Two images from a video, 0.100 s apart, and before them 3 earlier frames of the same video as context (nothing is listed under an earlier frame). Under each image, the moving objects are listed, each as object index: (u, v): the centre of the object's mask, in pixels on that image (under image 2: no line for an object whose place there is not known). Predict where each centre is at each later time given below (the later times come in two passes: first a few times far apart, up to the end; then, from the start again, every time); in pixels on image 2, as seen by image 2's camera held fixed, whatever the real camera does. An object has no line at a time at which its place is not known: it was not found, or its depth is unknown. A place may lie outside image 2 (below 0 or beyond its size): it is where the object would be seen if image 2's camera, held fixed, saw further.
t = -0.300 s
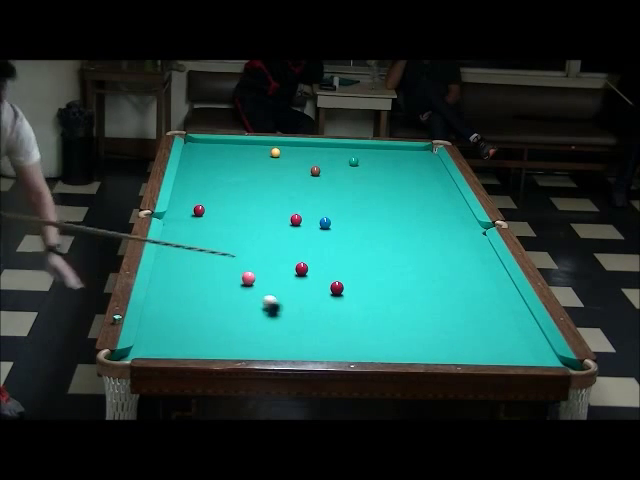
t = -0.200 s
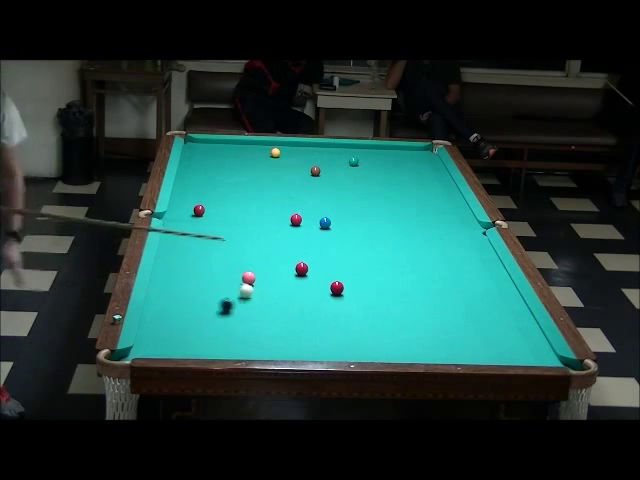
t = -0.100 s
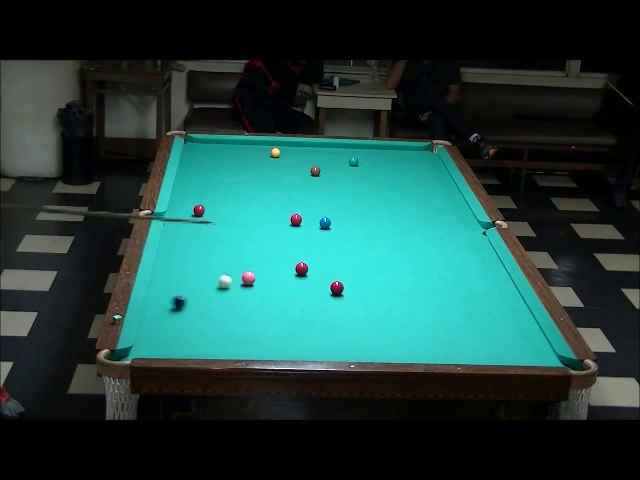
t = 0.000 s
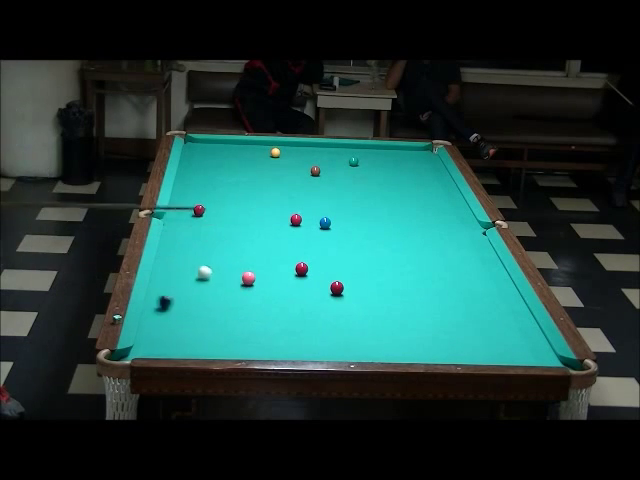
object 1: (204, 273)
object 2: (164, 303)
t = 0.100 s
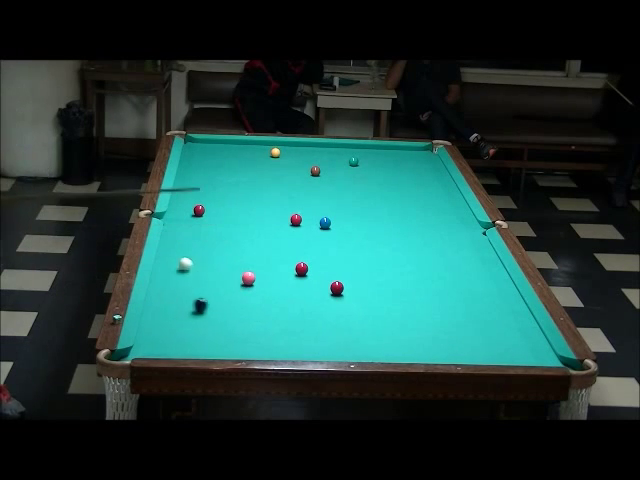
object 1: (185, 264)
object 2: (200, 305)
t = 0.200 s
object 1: (167, 256)
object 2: (229, 309)
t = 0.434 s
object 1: (191, 244)
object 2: (295, 314)
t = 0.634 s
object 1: (218, 235)
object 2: (351, 320)
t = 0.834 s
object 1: (243, 228)
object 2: (406, 325)
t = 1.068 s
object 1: (269, 219)
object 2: (468, 331)
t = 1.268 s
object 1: (290, 212)
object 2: (521, 336)
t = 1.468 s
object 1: (309, 206)
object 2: (515, 338)
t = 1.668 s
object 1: (328, 200)
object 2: (480, 339)
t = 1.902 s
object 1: (347, 194)
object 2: (440, 341)
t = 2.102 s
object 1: (363, 189)
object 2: (407, 342)
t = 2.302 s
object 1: (377, 185)
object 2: (375, 343)
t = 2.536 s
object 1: (393, 180)
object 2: (339, 343)
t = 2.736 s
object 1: (405, 176)
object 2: (309, 344)
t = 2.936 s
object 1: (416, 173)
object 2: (281, 345)
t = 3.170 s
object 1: (429, 169)
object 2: (249, 345)
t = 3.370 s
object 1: (438, 166)
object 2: (224, 345)
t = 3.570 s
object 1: (434, 164)
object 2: (200, 345)
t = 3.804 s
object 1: (425, 161)
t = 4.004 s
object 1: (418, 160)
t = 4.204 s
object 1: (413, 158)
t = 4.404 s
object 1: (408, 157)
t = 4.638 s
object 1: (403, 155)
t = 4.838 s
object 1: (399, 154)
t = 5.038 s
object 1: (397, 154)
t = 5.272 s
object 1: (395, 153)
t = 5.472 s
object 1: (393, 153)
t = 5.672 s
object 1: (393, 153)
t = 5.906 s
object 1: (393, 153)
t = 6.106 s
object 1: (393, 153)
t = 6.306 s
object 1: (393, 153)
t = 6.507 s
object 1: (393, 153)
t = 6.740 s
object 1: (393, 153)
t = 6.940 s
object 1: (393, 153)
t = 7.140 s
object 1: (393, 153)
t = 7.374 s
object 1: (393, 153)
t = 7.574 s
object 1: (393, 153)
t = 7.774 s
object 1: (393, 153)
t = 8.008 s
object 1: (393, 153)
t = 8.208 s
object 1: (393, 153)
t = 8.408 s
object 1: (393, 153)
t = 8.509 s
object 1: (393, 153)
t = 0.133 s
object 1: (179, 261)
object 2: (210, 306)
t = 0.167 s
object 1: (173, 259)
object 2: (219, 307)
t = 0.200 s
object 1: (167, 256)
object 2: (229, 309)
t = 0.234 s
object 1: (162, 254)
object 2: (239, 309)
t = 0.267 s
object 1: (167, 251)
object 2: (248, 310)
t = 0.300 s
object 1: (172, 250)
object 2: (258, 311)
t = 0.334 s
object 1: (177, 249)
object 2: (267, 312)
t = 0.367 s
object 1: (182, 247)
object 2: (276, 313)
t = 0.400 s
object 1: (187, 246)
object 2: (286, 313)
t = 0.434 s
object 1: (191, 244)
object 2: (295, 314)
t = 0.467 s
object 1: (196, 243)
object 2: (305, 315)
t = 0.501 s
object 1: (200, 241)
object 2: (314, 316)
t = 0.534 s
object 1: (205, 240)
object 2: (323, 317)
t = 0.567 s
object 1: (209, 238)
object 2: (333, 318)
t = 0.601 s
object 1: (214, 237)
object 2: (342, 319)
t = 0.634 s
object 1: (218, 235)
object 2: (351, 320)
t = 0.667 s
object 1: (222, 234)
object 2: (361, 321)
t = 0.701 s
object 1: (226, 232)
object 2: (369, 322)
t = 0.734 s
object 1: (231, 231)
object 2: (379, 323)
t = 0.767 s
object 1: (235, 230)
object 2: (388, 323)
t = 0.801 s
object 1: (239, 229)
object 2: (397, 325)
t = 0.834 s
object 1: (243, 228)
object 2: (406, 325)
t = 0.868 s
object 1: (247, 226)
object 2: (415, 326)
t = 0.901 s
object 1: (251, 225)
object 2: (424, 327)
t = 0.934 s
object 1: (255, 224)
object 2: (433, 327)
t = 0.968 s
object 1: (258, 222)
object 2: (442, 329)
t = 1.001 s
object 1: (262, 221)
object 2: (451, 329)
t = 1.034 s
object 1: (266, 220)
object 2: (460, 330)
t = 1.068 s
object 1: (269, 219)
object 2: (468, 331)
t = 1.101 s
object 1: (273, 218)
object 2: (477, 332)
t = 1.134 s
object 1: (277, 216)
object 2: (486, 333)
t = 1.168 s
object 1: (280, 216)
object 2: (495, 333)
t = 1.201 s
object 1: (283, 214)
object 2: (504, 335)
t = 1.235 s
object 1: (286, 213)
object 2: (512, 335)
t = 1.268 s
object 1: (290, 212)
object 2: (521, 336)
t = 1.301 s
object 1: (293, 210)
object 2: (530, 337)
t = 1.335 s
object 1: (297, 209)
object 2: (538, 338)
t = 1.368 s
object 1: (300, 209)
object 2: (534, 338)
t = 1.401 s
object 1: (303, 208)
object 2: (527, 338)
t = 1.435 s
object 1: (307, 207)
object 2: (521, 338)
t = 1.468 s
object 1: (309, 206)
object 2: (515, 338)
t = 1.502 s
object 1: (313, 205)
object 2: (509, 338)
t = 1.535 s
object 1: (316, 204)
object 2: (503, 338)
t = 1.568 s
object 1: (319, 203)
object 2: (497, 339)
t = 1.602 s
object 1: (322, 202)
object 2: (492, 339)
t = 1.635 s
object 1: (325, 201)
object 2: (486, 339)
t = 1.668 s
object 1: (328, 200)
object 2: (480, 339)
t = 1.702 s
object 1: (331, 199)
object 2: (474, 339)
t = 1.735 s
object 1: (334, 199)
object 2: (468, 340)
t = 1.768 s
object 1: (336, 198)
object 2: (463, 340)
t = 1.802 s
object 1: (339, 197)
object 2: (457, 340)
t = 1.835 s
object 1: (342, 196)
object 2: (451, 340)
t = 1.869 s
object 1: (345, 195)
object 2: (446, 341)
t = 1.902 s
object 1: (347, 194)
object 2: (440, 341)
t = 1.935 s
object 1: (350, 193)
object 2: (435, 341)
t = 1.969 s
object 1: (353, 193)
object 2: (429, 341)
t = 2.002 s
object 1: (355, 192)
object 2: (423, 341)
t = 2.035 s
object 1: (358, 191)
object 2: (418, 341)
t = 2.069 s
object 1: (360, 190)
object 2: (412, 341)
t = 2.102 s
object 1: (363, 189)
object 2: (407, 342)
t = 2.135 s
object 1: (365, 188)
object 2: (401, 342)
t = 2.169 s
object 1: (368, 188)
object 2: (396, 342)
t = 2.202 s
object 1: (370, 187)
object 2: (391, 342)
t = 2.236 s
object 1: (372, 186)
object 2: (385, 342)
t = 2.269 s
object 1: (375, 185)
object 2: (380, 342)
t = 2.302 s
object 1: (377, 185)
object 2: (375, 343)
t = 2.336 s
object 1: (379, 184)
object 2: (369, 343)
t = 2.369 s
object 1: (382, 183)
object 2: (364, 343)
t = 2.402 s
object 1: (384, 183)
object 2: (359, 343)
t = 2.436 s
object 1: (386, 182)
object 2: (354, 343)
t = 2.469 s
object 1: (388, 181)
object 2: (349, 343)
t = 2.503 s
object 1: (390, 180)
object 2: (344, 343)
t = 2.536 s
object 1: (393, 180)
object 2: (339, 343)
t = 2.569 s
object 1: (395, 179)
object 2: (334, 344)
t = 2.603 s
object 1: (397, 179)
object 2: (329, 344)
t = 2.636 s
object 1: (399, 178)
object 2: (324, 344)
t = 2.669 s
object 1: (401, 177)
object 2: (319, 344)
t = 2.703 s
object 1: (403, 177)
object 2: (314, 344)
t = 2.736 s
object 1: (405, 176)
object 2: (309, 344)
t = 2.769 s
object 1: (407, 175)
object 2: (304, 344)
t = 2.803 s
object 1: (409, 175)
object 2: (299, 344)
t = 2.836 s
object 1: (411, 174)
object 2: (295, 344)
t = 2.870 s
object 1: (413, 174)
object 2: (290, 344)
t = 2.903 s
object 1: (414, 173)
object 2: (285, 345)
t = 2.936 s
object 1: (416, 173)
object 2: (281, 345)
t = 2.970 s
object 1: (418, 172)
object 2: (276, 345)
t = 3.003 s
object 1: (420, 172)
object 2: (271, 345)
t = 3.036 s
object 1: (422, 171)
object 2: (267, 345)
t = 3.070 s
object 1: (423, 170)
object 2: (262, 345)
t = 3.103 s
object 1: (425, 170)
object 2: (258, 345)
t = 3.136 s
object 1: (427, 169)
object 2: (254, 345)
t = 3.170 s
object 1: (429, 169)
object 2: (249, 345)
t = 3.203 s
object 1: (430, 168)
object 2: (245, 345)
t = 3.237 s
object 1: (432, 168)
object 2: (241, 345)
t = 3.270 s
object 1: (434, 167)
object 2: (236, 345)
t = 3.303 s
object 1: (435, 167)
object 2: (232, 345)
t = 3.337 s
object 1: (437, 166)
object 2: (228, 345)
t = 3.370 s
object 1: (438, 166)
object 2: (224, 345)
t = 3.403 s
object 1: (440, 166)
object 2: (220, 345)
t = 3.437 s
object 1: (439, 165)
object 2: (216, 345)
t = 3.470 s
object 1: (437, 165)
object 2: (212, 345)
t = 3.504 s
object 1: (436, 164)
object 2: (208, 345)
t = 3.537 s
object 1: (435, 164)
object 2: (204, 345)
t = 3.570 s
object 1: (434, 164)
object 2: (200, 345)
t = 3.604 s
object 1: (432, 163)
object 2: (196, 345)
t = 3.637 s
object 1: (431, 163)
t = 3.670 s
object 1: (430, 162)
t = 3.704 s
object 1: (429, 162)
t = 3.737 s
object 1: (427, 162)
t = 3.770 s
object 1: (426, 162)
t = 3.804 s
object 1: (425, 161)
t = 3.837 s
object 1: (424, 161)
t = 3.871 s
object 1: (423, 161)
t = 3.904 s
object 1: (422, 160)
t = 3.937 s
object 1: (421, 160)
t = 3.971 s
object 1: (419, 160)
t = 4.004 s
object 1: (418, 160)
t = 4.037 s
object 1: (417, 159)
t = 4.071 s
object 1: (416, 159)
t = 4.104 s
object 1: (416, 159)
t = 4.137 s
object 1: (415, 158)
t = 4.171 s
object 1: (414, 158)
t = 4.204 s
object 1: (413, 158)
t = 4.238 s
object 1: (412, 158)
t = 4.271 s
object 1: (411, 158)
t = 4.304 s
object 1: (410, 157)
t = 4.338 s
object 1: (409, 157)
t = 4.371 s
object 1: (408, 157)
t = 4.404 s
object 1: (408, 157)
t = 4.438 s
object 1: (407, 157)
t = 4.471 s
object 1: (406, 156)
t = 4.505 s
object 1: (405, 156)
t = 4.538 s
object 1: (405, 156)
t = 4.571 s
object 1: (404, 156)
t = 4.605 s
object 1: (403, 156)
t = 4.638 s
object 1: (403, 155)
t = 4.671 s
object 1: (402, 155)
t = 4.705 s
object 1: (402, 155)
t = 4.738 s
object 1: (401, 155)
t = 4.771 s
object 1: (400, 155)
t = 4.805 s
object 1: (400, 155)
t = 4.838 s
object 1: (399, 154)
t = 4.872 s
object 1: (399, 154)
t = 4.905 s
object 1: (398, 154)
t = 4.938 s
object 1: (398, 154)
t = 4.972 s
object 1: (398, 154)
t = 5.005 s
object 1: (397, 154)
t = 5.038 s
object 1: (397, 154)
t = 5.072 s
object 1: (396, 154)
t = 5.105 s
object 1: (396, 153)
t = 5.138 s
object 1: (396, 153)
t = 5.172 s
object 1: (395, 153)
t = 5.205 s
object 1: (395, 153)
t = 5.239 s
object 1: (395, 153)
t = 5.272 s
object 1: (395, 153)
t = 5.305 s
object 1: (394, 153)
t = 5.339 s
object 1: (394, 153)
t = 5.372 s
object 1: (394, 153)
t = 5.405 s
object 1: (394, 153)
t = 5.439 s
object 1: (394, 153)
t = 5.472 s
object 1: (393, 153)
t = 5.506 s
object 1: (393, 153)
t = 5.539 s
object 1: (393, 153)
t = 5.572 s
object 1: (393, 153)
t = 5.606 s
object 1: (393, 153)
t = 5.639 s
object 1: (393, 153)
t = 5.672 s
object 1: (393, 153)
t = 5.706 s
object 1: (393, 153)
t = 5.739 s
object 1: (393, 153)
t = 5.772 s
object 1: (393, 153)
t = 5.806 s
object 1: (393, 153)
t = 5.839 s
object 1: (393, 153)
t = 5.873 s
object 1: (393, 153)
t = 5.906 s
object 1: (393, 153)
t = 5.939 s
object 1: (393, 153)
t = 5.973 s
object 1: (393, 153)
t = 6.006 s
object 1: (393, 153)
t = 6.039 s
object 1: (393, 153)
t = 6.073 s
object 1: (393, 153)
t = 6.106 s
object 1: (393, 153)
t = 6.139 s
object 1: (393, 153)
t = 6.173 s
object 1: (393, 153)
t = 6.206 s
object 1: (393, 153)
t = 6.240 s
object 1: (393, 153)
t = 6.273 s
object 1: (393, 153)
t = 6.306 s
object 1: (393, 153)
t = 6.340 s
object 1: (393, 153)
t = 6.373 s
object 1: (393, 153)
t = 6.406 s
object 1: (393, 153)
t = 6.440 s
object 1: (393, 153)
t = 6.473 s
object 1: (393, 153)
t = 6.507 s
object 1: (393, 153)
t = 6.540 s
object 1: (393, 153)
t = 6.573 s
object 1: (393, 153)
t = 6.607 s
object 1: (393, 153)
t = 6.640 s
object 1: (393, 153)
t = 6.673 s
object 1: (393, 153)
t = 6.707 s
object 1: (393, 153)
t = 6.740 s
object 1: (393, 153)
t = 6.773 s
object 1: (393, 153)
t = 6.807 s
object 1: (393, 153)
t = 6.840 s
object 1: (393, 153)
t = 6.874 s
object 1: (393, 153)
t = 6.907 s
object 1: (393, 153)
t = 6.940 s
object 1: (393, 153)
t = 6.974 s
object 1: (393, 153)
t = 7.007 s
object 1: (393, 153)
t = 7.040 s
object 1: (393, 153)
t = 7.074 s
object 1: (393, 153)
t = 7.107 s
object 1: (393, 153)
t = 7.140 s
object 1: (393, 153)
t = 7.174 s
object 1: (393, 153)
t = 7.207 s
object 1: (393, 153)
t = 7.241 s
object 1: (393, 153)
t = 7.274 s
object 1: (393, 153)
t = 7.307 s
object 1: (393, 153)
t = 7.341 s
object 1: (393, 153)
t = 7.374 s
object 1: (393, 153)
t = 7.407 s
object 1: (393, 153)
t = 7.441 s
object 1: (393, 153)
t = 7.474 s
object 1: (393, 153)
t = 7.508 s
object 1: (393, 153)
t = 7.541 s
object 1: (393, 153)
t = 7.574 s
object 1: (393, 153)
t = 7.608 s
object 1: (393, 153)
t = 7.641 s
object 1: (393, 153)
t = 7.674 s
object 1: (393, 153)
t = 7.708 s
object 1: (393, 153)
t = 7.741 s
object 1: (393, 153)
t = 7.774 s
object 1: (393, 153)
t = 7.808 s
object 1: (393, 153)
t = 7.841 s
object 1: (393, 153)
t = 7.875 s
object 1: (393, 153)
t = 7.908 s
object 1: (393, 153)
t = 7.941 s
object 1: (393, 153)
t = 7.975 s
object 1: (393, 153)
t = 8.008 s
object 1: (393, 153)
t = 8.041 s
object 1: (393, 153)
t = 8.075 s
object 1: (393, 153)
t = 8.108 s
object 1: (393, 153)
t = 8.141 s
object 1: (393, 153)
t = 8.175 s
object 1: (393, 153)
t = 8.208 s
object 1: (393, 153)
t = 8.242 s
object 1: (393, 153)
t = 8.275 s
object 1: (393, 153)
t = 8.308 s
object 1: (393, 153)
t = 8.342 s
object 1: (393, 153)
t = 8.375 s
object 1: (393, 153)
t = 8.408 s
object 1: (393, 153)
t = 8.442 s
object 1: (393, 153)
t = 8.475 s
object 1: (393, 153)
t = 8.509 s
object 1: (393, 153)
